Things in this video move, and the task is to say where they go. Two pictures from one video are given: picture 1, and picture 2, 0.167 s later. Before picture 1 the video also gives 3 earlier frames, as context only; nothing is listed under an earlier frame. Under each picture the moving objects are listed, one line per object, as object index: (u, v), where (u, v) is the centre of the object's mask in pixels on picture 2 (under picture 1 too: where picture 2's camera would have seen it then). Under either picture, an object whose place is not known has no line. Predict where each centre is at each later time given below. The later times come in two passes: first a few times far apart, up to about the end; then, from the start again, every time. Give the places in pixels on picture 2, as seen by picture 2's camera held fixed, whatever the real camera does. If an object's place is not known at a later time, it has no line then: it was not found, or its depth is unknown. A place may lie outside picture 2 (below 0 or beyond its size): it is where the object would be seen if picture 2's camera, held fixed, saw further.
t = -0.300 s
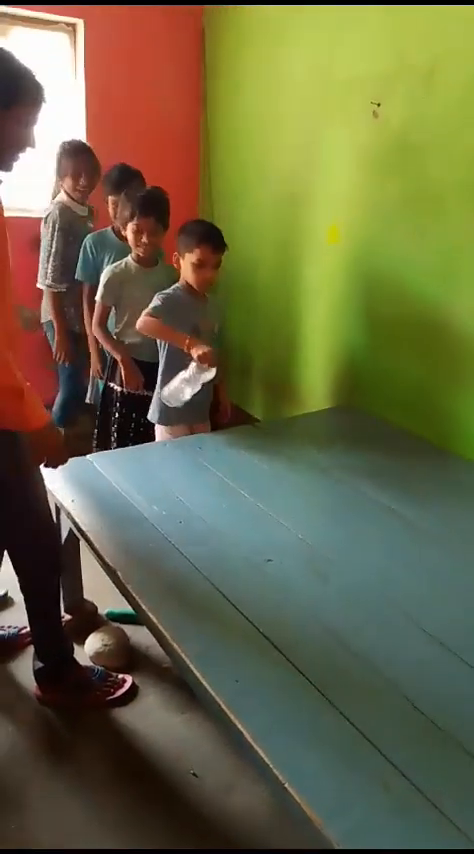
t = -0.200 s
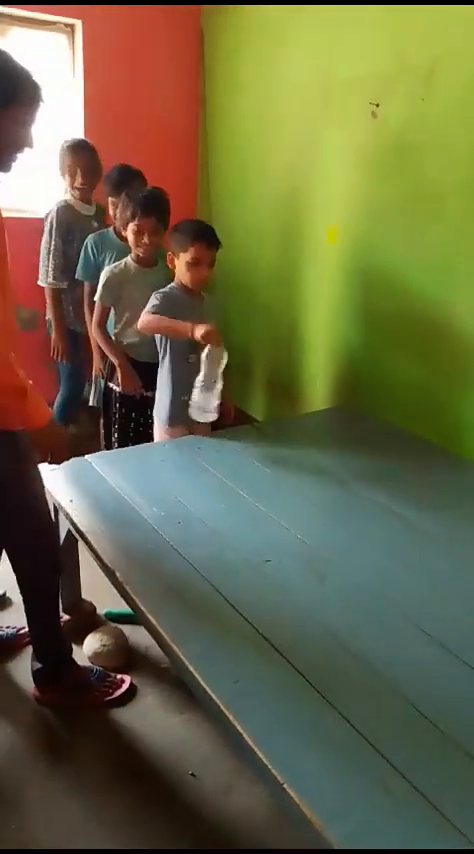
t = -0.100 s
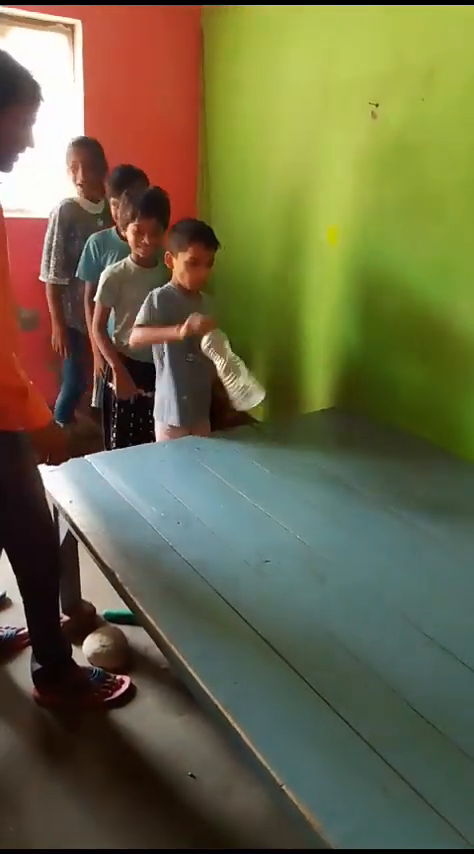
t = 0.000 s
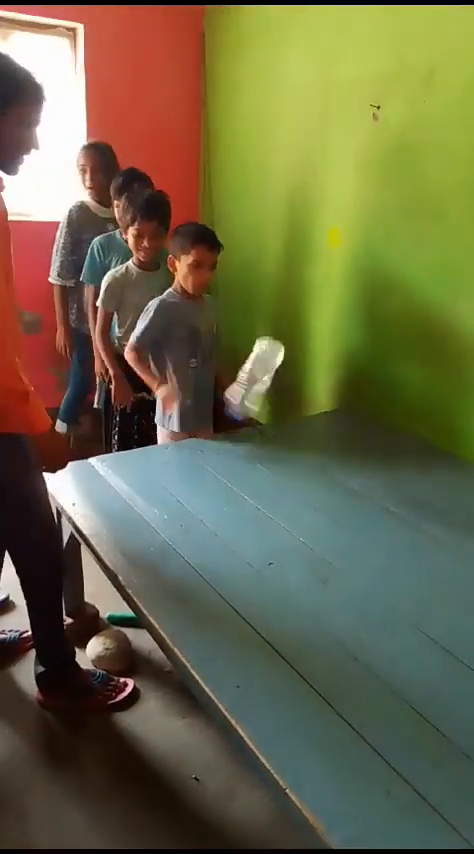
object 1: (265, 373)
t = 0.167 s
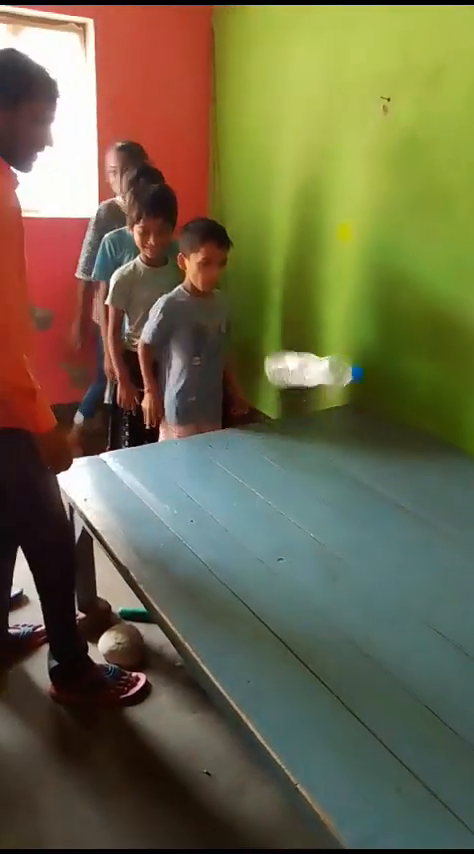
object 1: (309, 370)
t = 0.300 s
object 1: (309, 441)
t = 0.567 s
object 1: (308, 467)
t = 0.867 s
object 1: (308, 467)
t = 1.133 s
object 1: (307, 468)
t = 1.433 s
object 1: (308, 468)
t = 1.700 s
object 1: (307, 467)
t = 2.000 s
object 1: (307, 467)
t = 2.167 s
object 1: (307, 467)
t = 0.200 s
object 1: (310, 379)
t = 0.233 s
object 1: (311, 394)
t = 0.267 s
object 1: (310, 415)
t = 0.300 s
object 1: (309, 441)
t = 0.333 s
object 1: (308, 467)
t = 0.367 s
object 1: (309, 468)
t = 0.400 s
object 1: (309, 467)
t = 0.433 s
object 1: (307, 467)
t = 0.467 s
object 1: (307, 467)
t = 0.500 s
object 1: (307, 468)
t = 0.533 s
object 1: (308, 467)
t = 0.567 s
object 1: (308, 467)
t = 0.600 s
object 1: (308, 467)
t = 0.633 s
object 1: (308, 467)
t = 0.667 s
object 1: (308, 467)
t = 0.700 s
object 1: (308, 467)
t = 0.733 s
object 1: (308, 467)
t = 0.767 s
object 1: (308, 467)
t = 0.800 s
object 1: (308, 467)
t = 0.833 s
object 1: (308, 467)
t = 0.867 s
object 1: (308, 467)
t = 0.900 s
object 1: (308, 467)
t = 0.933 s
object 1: (308, 467)
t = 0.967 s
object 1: (308, 467)
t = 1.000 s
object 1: (307, 467)
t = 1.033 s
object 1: (308, 467)
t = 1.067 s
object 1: (308, 467)
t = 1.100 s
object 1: (308, 467)
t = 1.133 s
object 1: (307, 468)
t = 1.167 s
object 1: (308, 468)
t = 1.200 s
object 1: (307, 468)
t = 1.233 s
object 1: (308, 467)
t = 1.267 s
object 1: (307, 467)
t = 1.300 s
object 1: (307, 467)
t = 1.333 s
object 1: (307, 467)
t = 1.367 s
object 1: (307, 468)
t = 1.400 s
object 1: (307, 467)
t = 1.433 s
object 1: (308, 468)
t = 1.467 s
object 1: (308, 467)
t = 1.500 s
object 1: (307, 467)
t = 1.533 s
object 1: (307, 467)
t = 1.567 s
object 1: (307, 467)
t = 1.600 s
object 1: (307, 467)
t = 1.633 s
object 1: (307, 467)
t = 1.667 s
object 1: (307, 467)
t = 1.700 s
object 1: (307, 467)
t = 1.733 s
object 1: (307, 467)
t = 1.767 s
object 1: (307, 467)
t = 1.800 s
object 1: (307, 467)
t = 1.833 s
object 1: (307, 467)
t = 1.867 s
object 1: (307, 467)
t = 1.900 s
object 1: (307, 467)
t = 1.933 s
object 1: (307, 467)
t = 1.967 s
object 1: (307, 467)
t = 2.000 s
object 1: (307, 467)
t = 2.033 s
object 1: (307, 467)
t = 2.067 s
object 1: (307, 467)
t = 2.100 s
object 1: (307, 467)
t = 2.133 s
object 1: (307, 467)
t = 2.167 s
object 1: (307, 467)
